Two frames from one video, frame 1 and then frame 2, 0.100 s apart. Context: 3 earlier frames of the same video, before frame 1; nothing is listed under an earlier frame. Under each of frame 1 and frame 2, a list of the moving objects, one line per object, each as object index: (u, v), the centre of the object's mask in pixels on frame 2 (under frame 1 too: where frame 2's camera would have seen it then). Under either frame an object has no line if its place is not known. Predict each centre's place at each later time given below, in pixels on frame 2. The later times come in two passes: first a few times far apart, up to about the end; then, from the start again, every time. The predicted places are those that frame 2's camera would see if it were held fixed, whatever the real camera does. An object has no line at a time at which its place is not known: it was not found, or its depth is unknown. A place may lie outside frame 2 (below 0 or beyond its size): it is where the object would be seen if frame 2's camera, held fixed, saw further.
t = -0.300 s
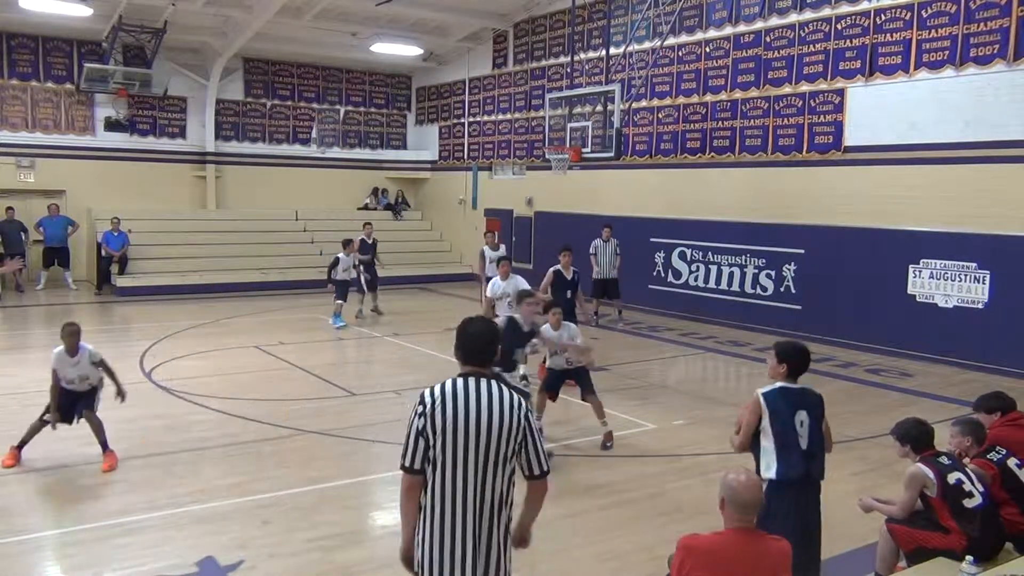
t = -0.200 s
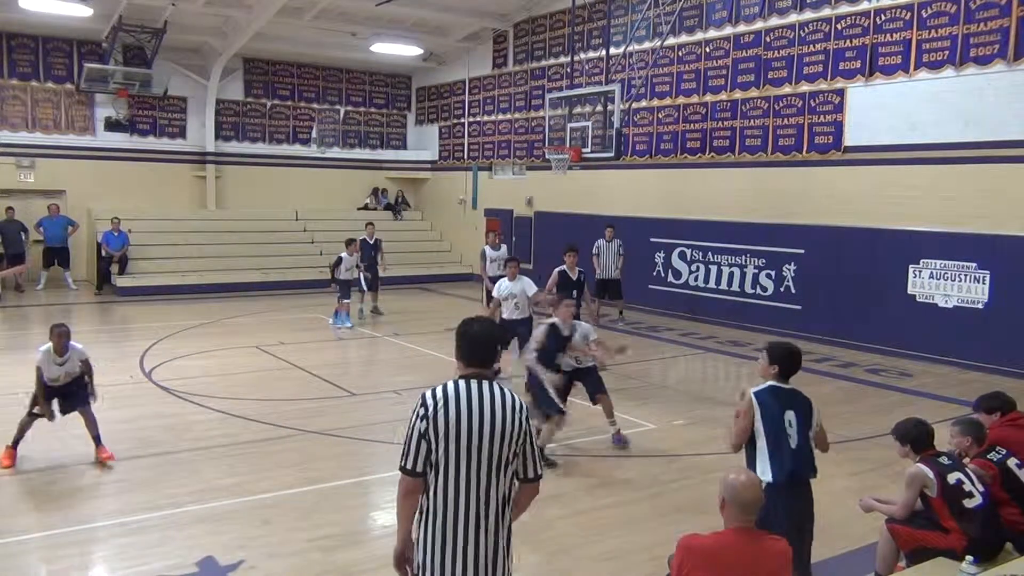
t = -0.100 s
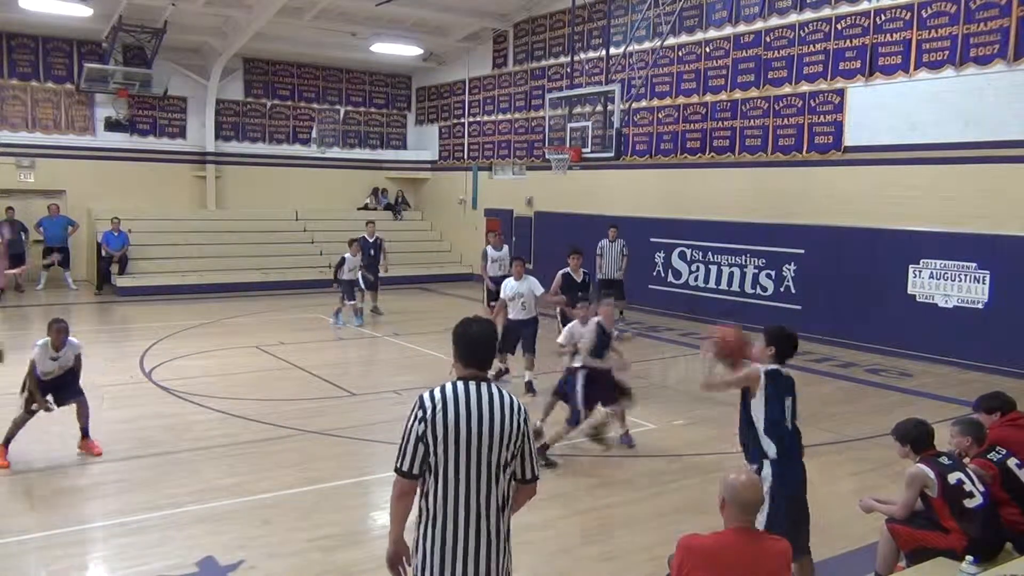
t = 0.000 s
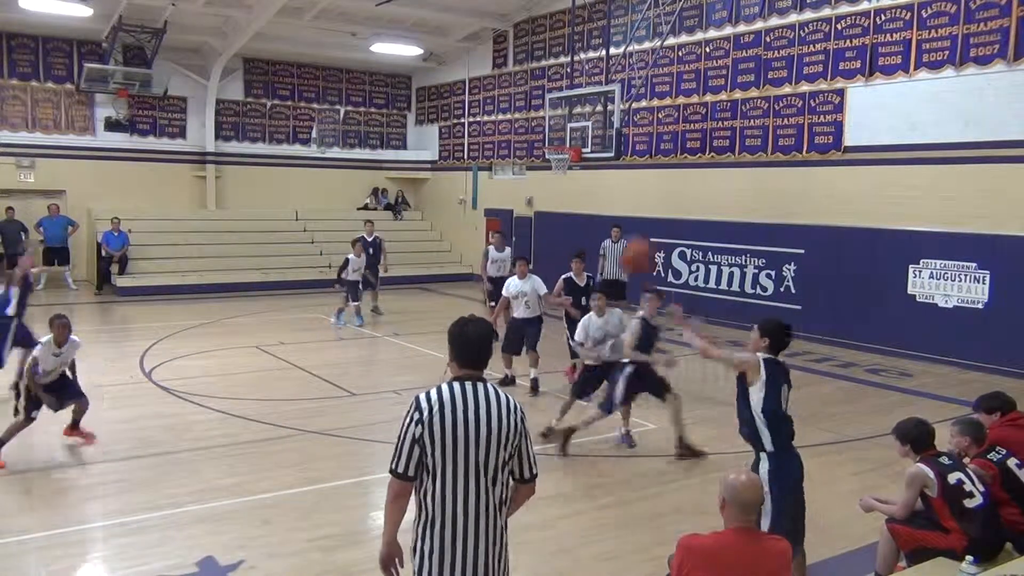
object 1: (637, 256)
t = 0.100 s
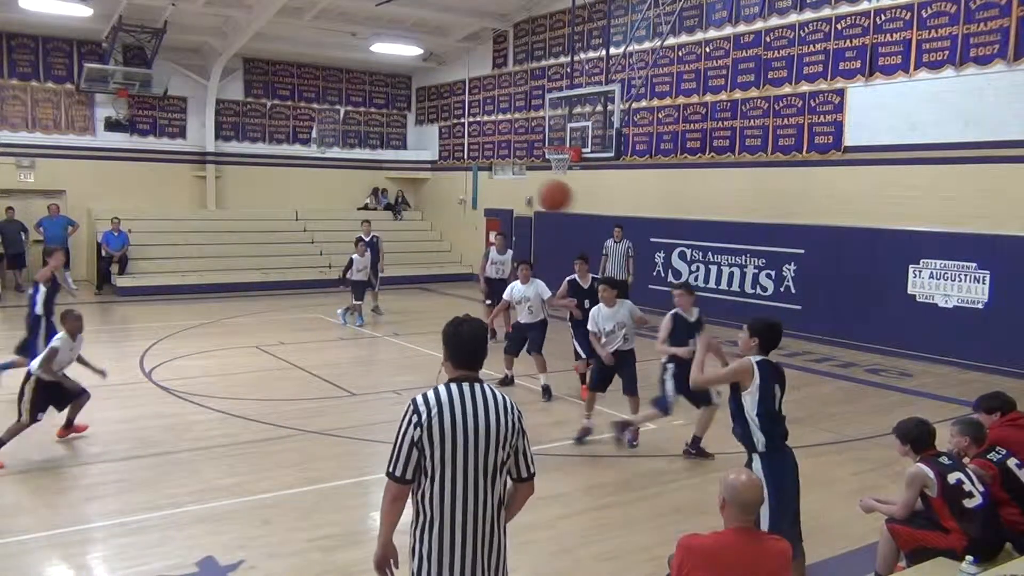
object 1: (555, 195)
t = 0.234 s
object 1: (466, 150)
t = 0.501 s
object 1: (342, 140)
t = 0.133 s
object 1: (531, 181)
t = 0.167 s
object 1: (507, 168)
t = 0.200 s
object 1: (489, 157)
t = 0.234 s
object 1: (466, 150)
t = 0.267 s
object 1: (449, 142)
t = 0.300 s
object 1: (431, 139)
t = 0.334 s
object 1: (414, 134)
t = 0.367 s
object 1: (397, 133)
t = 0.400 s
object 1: (382, 132)
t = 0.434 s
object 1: (366, 133)
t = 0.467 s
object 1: (354, 135)
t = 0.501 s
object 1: (342, 140)
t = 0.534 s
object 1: (328, 141)
